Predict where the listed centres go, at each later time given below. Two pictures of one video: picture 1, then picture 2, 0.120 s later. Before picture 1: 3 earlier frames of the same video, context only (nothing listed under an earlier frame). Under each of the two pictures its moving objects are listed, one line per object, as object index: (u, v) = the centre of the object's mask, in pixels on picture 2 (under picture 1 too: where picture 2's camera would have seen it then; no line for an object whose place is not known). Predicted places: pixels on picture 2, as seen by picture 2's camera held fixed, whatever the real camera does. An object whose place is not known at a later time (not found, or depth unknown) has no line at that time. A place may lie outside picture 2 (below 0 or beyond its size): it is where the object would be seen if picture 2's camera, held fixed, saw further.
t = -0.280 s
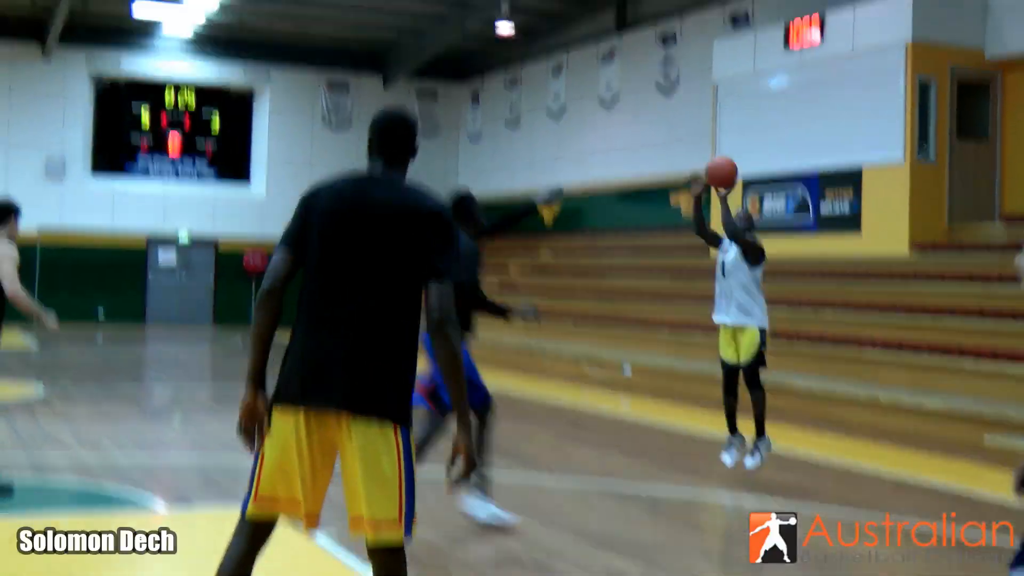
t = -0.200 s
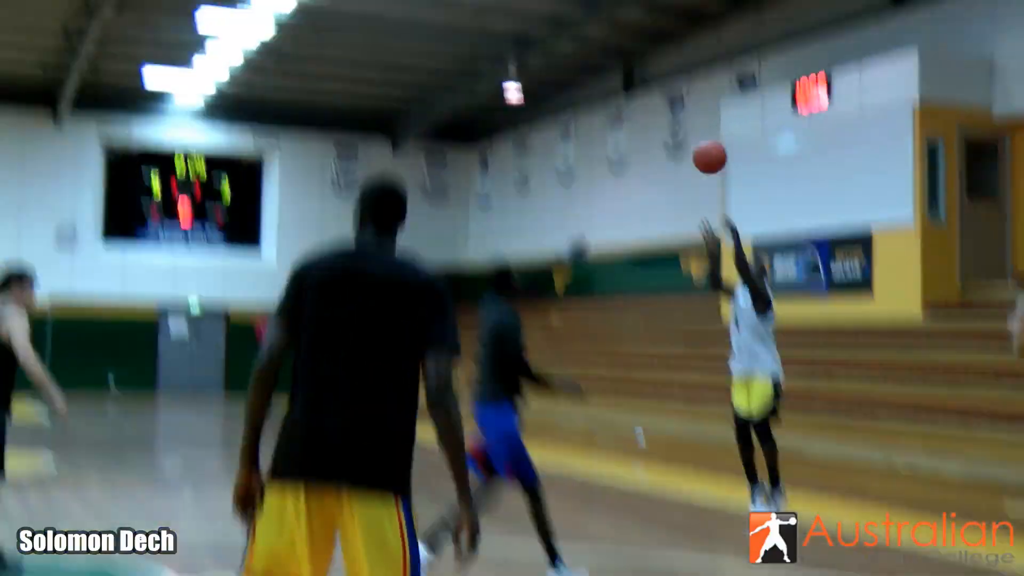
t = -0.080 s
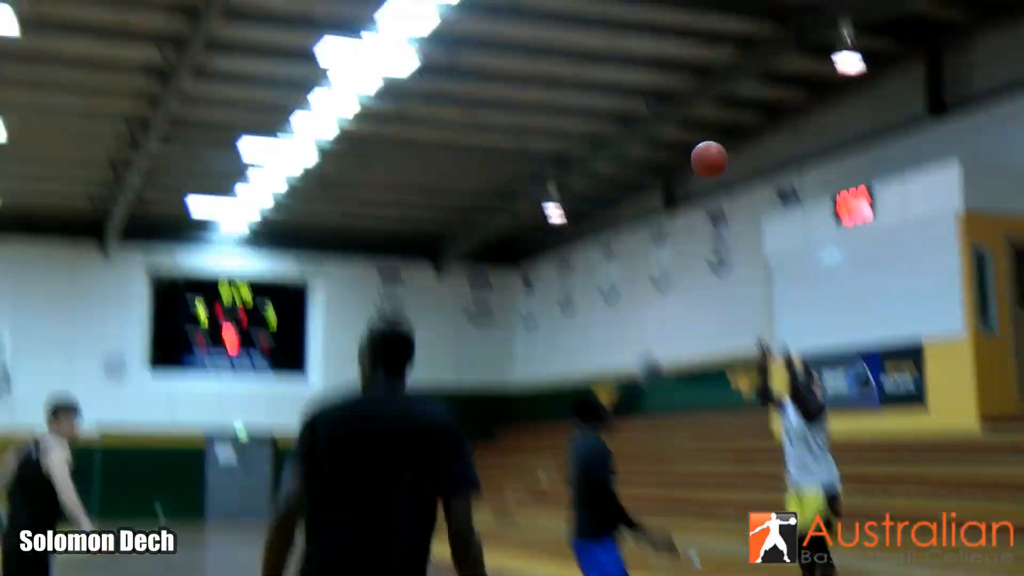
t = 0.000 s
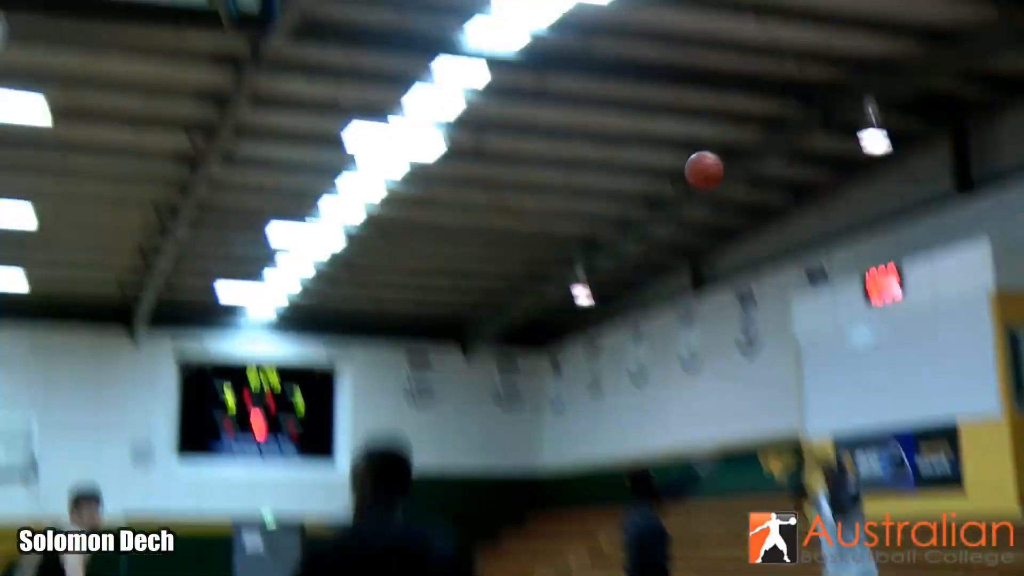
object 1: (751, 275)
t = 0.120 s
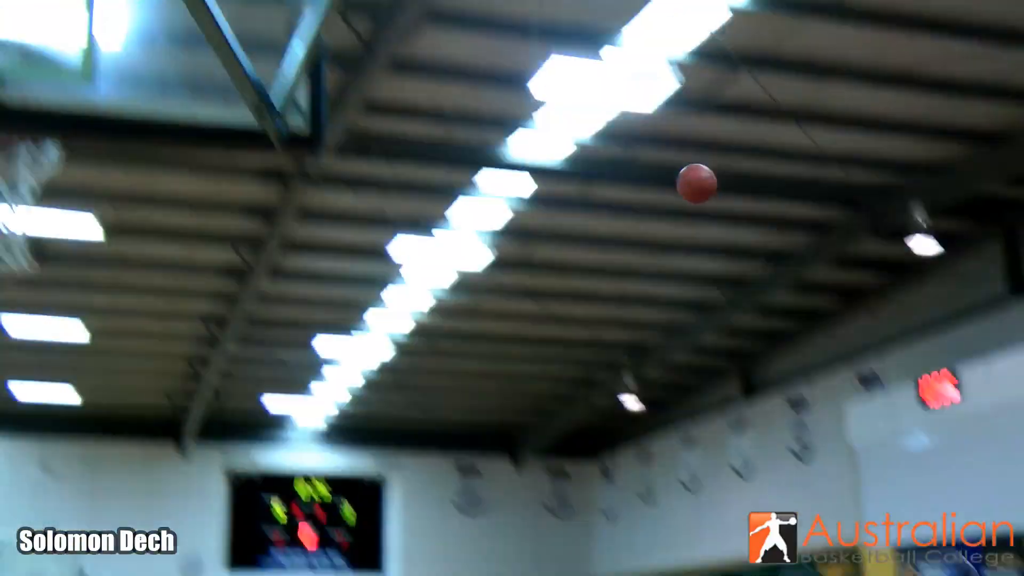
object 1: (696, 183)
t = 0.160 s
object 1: (679, 156)
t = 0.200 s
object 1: (659, 130)
